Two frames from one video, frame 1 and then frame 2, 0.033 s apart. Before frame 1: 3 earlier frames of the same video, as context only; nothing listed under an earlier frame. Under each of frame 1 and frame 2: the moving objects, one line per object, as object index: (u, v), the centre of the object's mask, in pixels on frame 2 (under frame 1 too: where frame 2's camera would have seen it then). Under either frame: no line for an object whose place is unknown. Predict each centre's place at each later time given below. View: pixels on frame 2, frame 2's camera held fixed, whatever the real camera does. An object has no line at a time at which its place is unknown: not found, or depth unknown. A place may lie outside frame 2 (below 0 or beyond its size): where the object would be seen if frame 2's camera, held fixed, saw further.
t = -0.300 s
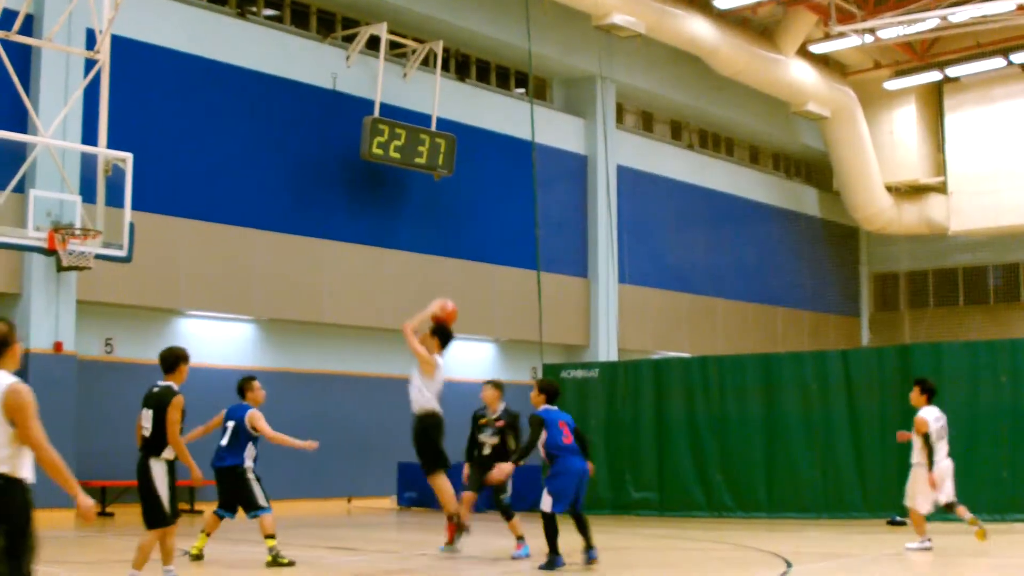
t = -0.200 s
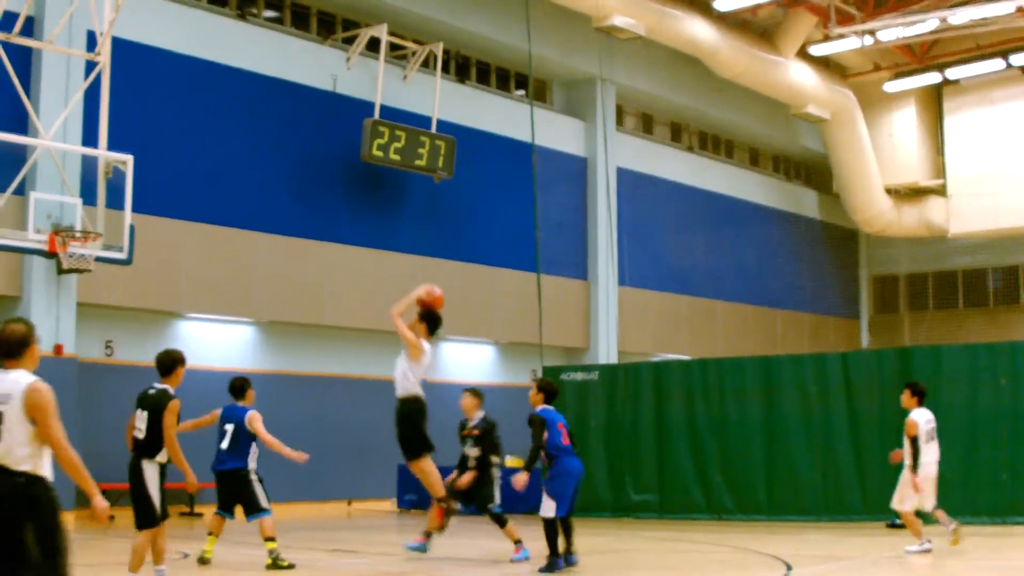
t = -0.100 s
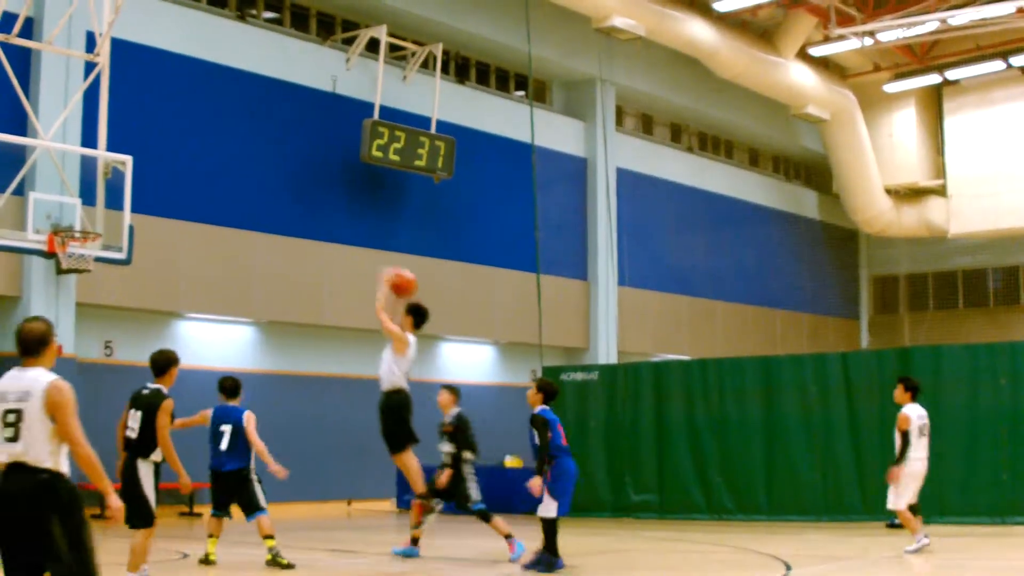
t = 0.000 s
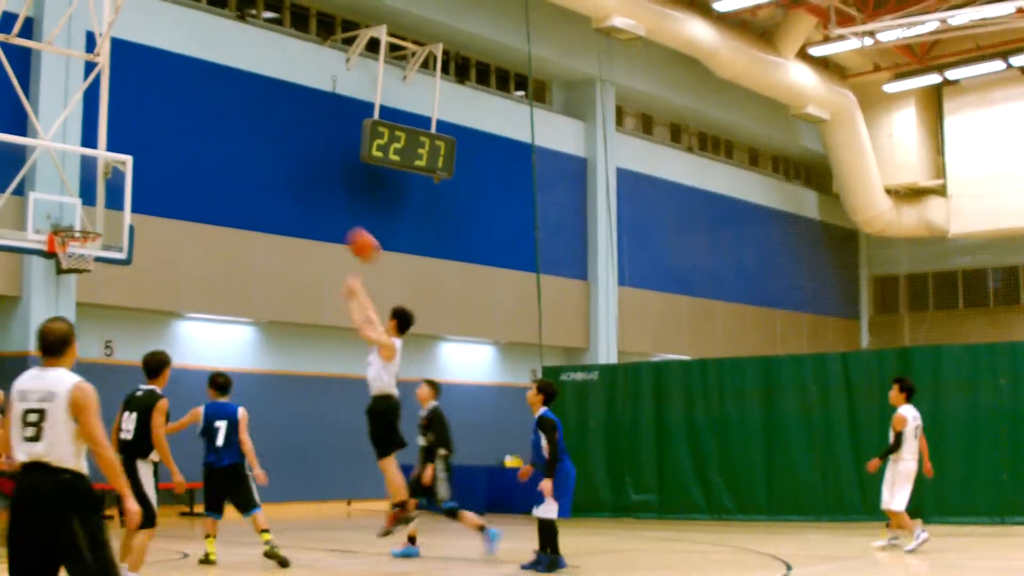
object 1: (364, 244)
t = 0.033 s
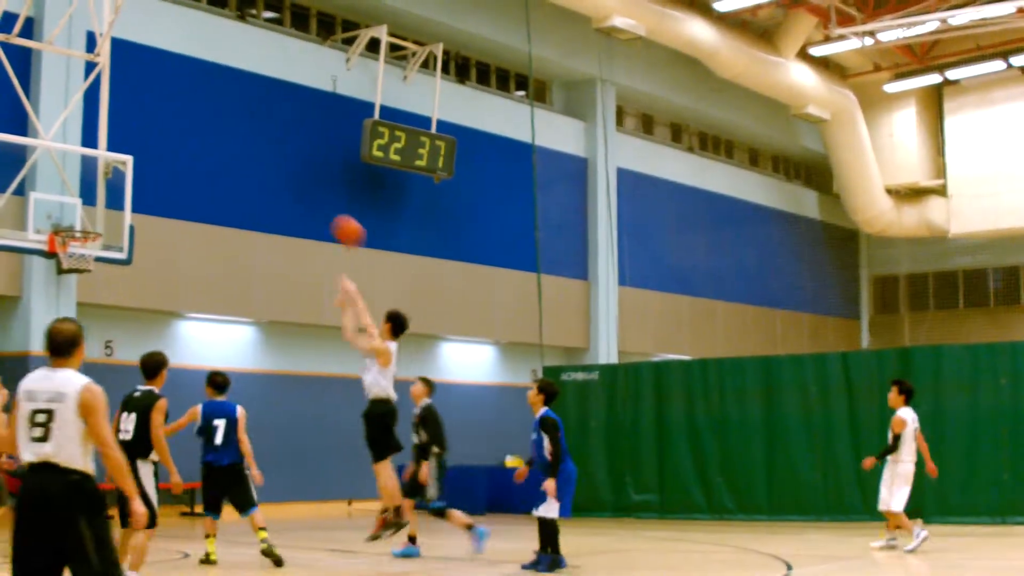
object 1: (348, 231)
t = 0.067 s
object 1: (333, 220)
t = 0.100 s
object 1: (316, 208)
